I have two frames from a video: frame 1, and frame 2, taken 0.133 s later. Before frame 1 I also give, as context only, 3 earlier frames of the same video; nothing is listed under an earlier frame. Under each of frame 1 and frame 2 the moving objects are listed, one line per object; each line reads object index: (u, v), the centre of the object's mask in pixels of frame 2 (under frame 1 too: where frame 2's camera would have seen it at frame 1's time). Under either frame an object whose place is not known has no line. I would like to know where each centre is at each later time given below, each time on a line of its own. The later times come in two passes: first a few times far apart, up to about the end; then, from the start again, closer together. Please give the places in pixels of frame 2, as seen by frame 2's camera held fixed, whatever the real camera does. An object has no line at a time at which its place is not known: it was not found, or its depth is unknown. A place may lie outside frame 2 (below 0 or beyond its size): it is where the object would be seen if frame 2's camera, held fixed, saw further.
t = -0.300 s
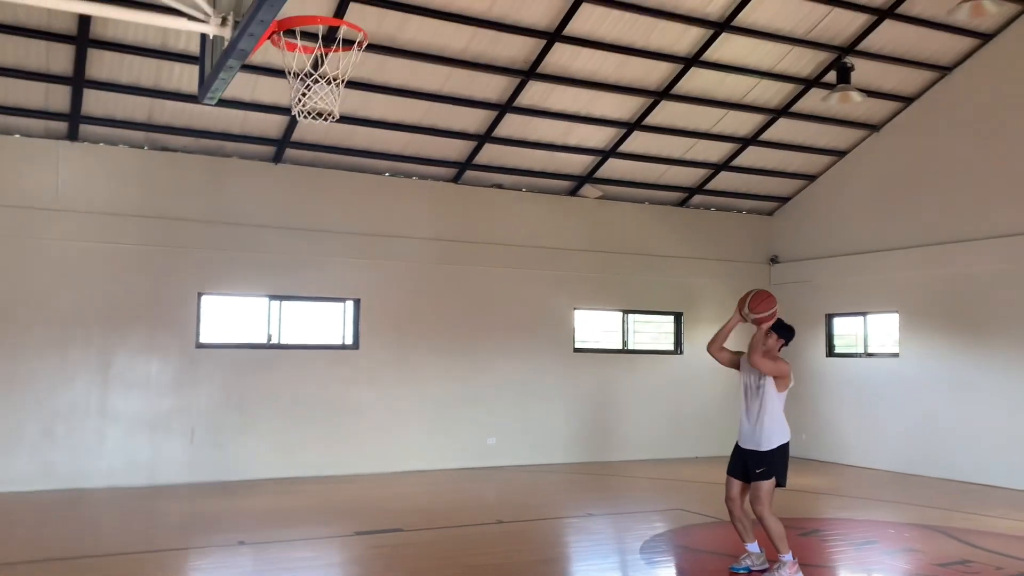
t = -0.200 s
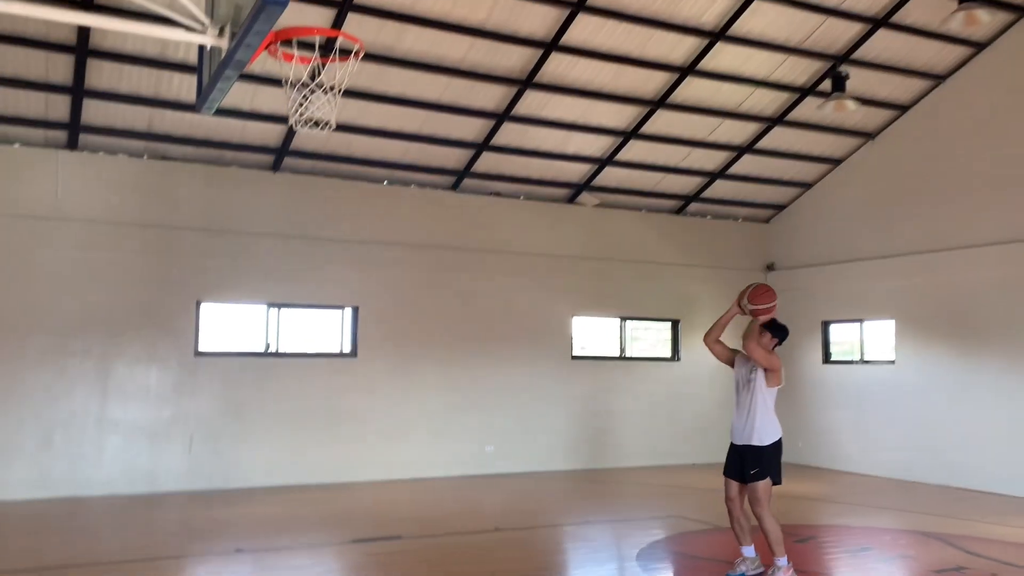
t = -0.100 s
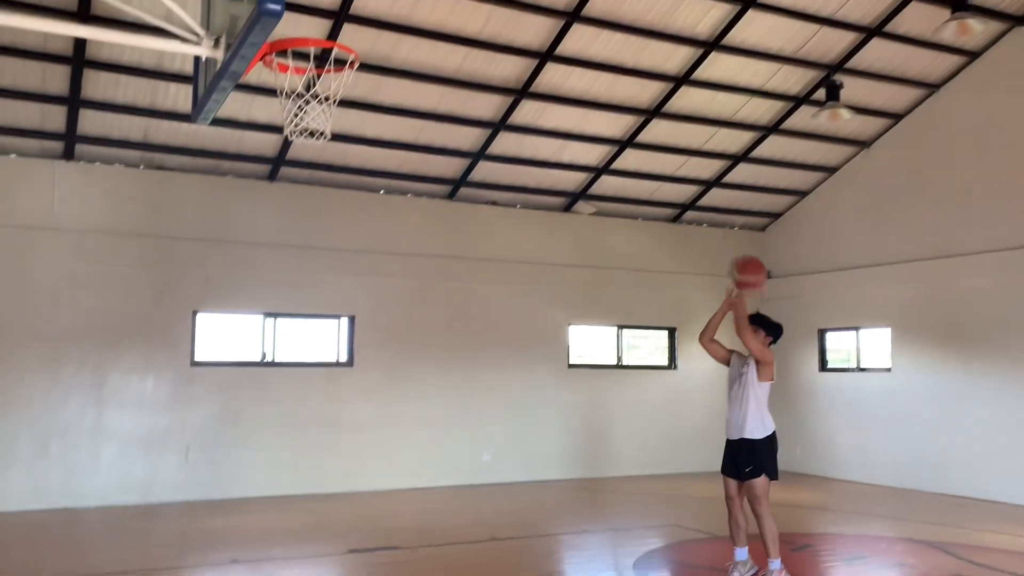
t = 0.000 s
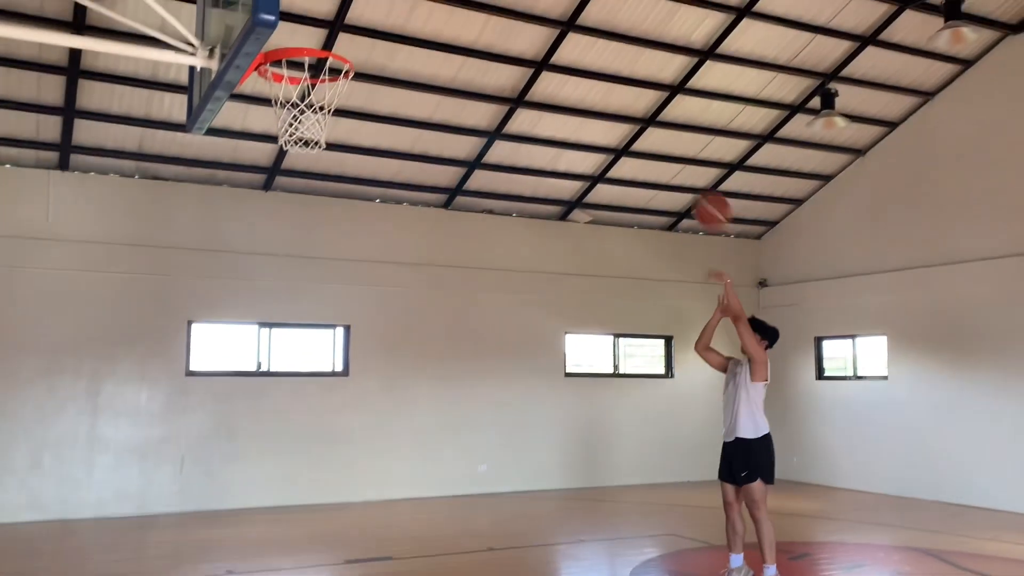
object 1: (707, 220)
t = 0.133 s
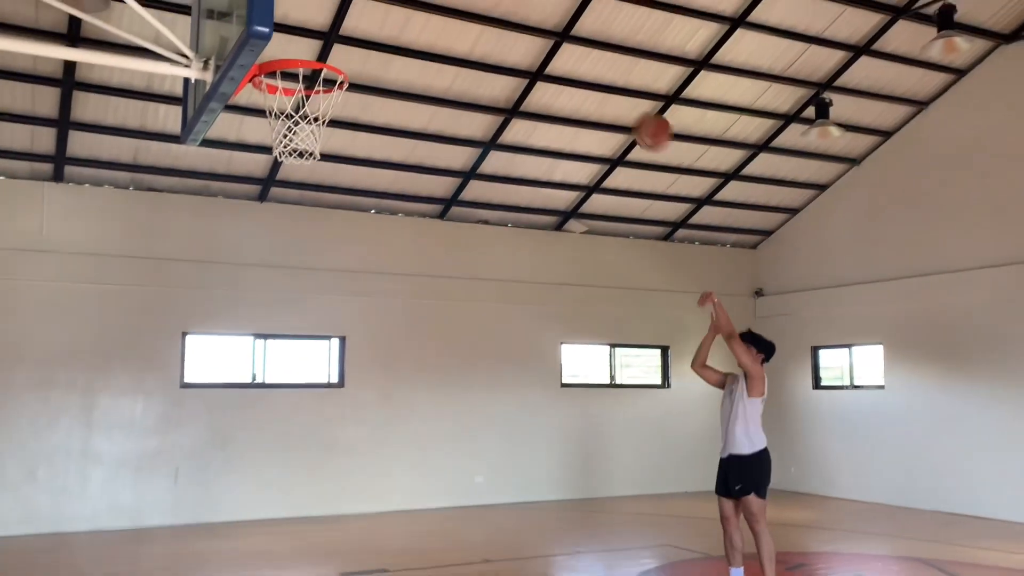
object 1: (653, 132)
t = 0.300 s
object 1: (582, 54)
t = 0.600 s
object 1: (443, 9)
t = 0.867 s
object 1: (316, 40)
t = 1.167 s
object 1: (280, 26)
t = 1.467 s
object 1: (320, 103)
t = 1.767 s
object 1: (312, 200)
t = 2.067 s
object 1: (283, 439)
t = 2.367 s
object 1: (244, 537)
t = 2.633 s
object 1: (205, 377)
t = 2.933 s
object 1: (152, 360)
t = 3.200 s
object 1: (94, 503)
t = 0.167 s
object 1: (639, 114)
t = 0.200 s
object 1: (624, 97)
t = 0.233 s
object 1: (611, 81)
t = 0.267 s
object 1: (597, 67)
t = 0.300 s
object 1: (582, 54)
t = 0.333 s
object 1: (568, 42)
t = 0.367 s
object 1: (553, 32)
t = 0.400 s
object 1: (538, 24)
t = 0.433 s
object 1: (523, 17)
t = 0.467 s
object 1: (508, 12)
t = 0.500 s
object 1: (492, 8)
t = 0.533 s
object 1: (475, 6)
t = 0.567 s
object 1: (459, 6)
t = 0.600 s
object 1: (443, 9)
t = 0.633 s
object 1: (426, 12)
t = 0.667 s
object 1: (408, 18)
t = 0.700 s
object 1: (390, 27)
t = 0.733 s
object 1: (371, 36)
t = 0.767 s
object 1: (352, 49)
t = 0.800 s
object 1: (338, 50)
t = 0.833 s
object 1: (327, 45)
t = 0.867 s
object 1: (316, 40)
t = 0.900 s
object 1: (306, 38)
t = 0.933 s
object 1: (294, 36)
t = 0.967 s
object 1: (287, 39)
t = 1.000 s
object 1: (279, 43)
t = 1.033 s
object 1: (275, 45)
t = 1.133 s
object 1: (277, 27)
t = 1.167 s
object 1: (280, 26)
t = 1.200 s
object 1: (283, 26)
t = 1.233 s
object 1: (285, 29)
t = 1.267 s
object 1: (288, 34)
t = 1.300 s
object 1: (292, 39)
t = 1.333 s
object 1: (297, 44)
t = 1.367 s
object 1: (304, 60)
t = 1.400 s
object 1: (310, 76)
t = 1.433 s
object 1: (314, 88)
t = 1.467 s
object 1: (320, 103)
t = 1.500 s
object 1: (327, 119)
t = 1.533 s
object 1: (325, 131)
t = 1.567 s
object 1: (326, 139)
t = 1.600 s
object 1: (322, 147)
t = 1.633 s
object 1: (321, 153)
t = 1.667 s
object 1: (319, 160)
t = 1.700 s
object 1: (316, 172)
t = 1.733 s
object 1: (314, 185)
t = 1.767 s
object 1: (312, 200)
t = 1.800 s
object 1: (309, 217)
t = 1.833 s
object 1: (306, 236)
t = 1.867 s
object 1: (303, 258)
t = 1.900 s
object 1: (299, 283)
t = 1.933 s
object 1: (296, 309)
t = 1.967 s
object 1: (294, 335)
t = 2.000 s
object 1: (291, 371)
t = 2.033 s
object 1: (287, 405)
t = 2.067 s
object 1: (283, 439)
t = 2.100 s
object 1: (279, 477)
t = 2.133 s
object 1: (274, 519)
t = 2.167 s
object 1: (271, 562)
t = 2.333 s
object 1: (248, 567)
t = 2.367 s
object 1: (244, 537)
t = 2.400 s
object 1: (240, 509)
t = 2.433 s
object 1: (236, 482)
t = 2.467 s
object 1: (231, 459)
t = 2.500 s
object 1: (226, 438)
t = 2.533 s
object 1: (221, 419)
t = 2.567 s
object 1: (215, 404)
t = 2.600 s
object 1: (211, 390)
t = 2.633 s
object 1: (205, 377)
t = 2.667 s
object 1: (198, 367)
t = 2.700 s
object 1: (193, 357)
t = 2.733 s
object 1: (188, 350)
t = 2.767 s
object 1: (182, 346)
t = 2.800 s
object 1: (176, 345)
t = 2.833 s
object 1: (170, 345)
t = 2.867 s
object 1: (164, 348)
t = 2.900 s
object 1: (158, 353)
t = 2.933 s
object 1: (152, 360)
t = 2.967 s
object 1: (146, 368)
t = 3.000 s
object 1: (139, 381)
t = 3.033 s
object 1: (132, 394)
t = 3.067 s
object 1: (125, 410)
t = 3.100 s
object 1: (118, 428)
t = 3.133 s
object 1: (111, 450)
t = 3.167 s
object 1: (102, 476)
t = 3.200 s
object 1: (94, 503)
